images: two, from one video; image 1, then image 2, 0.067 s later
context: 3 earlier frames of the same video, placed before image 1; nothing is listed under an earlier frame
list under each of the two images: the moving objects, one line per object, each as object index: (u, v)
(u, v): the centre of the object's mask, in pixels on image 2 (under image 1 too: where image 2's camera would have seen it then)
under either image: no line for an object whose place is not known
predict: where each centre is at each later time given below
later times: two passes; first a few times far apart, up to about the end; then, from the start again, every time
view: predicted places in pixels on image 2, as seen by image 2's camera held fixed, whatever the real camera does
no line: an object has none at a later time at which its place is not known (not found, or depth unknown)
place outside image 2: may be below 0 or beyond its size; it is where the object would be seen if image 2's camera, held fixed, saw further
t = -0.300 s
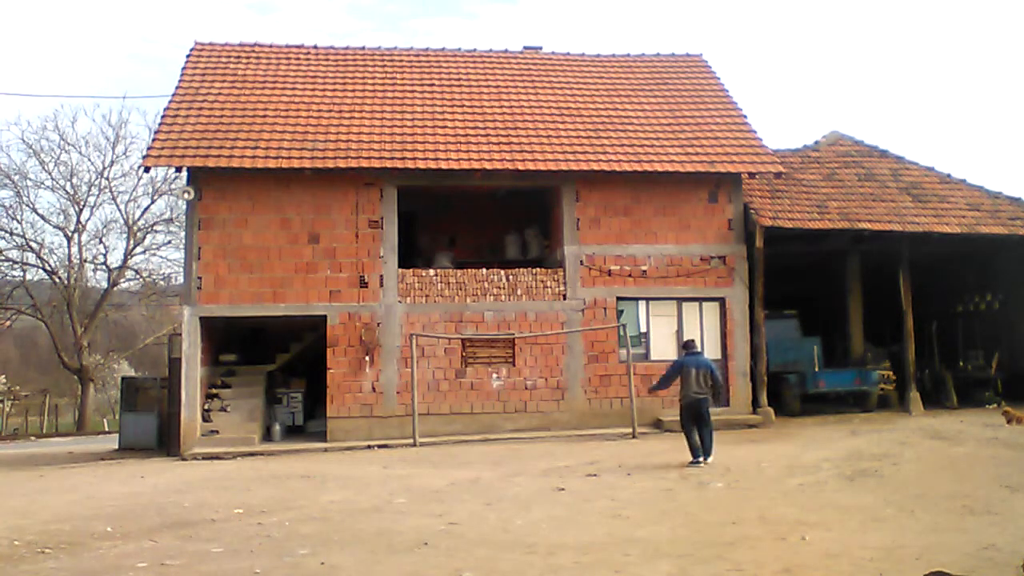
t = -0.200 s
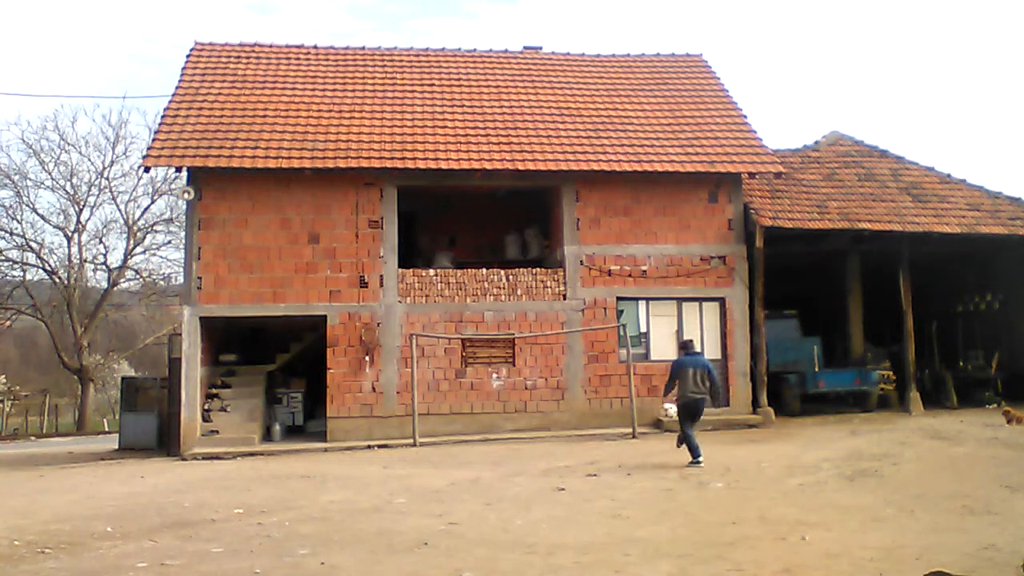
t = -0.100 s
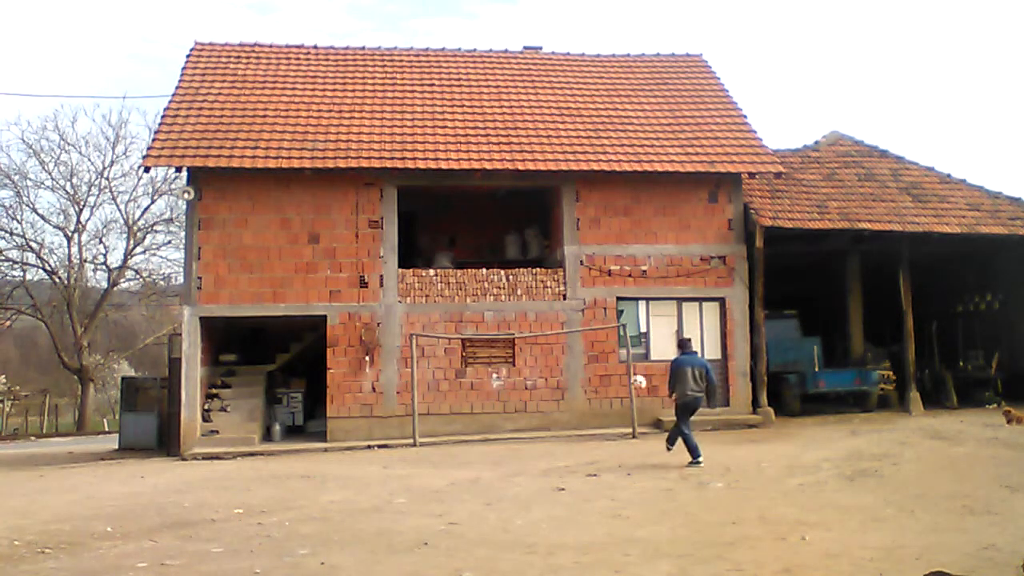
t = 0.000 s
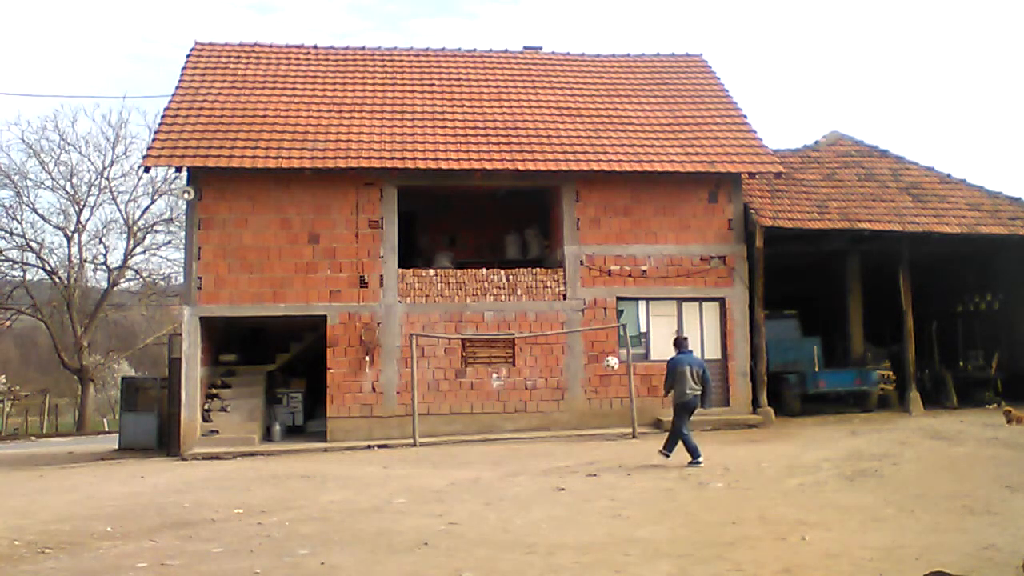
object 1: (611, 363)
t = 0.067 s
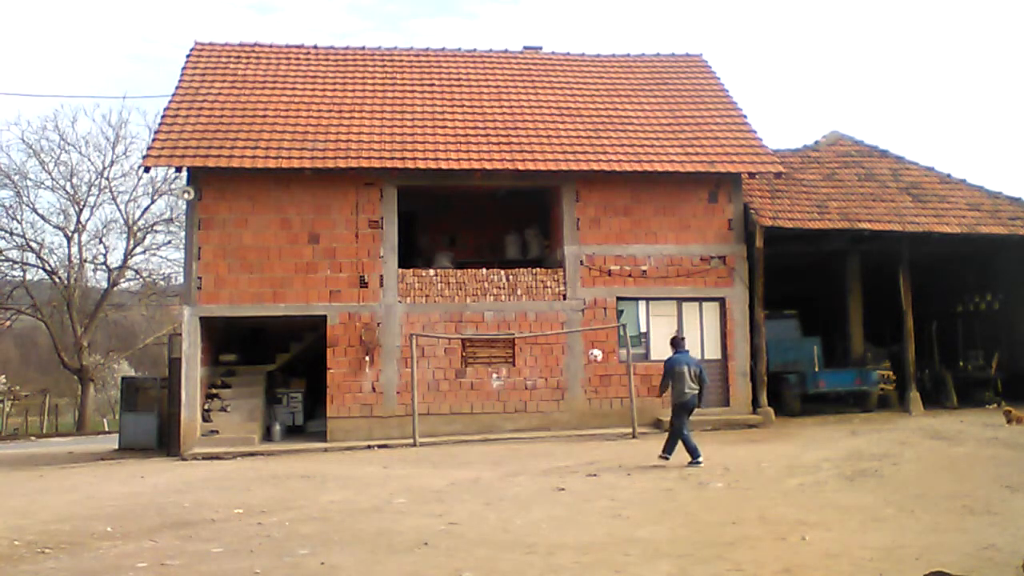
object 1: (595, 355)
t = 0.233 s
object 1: (559, 348)
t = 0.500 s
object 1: (518, 368)
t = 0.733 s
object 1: (509, 414)
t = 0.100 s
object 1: (588, 352)
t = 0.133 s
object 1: (580, 350)
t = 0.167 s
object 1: (573, 348)
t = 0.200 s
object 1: (566, 348)
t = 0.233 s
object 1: (559, 348)
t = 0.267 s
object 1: (552, 349)
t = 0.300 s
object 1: (546, 350)
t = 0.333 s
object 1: (540, 352)
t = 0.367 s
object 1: (534, 354)
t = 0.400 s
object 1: (528, 357)
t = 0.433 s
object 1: (522, 361)
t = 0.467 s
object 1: (518, 365)
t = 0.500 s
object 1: (518, 368)
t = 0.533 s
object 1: (516, 373)
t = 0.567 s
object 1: (515, 377)
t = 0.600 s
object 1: (514, 383)
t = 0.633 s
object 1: (513, 390)
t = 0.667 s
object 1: (511, 396)
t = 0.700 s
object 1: (510, 406)
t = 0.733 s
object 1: (509, 414)
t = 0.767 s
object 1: (508, 423)
